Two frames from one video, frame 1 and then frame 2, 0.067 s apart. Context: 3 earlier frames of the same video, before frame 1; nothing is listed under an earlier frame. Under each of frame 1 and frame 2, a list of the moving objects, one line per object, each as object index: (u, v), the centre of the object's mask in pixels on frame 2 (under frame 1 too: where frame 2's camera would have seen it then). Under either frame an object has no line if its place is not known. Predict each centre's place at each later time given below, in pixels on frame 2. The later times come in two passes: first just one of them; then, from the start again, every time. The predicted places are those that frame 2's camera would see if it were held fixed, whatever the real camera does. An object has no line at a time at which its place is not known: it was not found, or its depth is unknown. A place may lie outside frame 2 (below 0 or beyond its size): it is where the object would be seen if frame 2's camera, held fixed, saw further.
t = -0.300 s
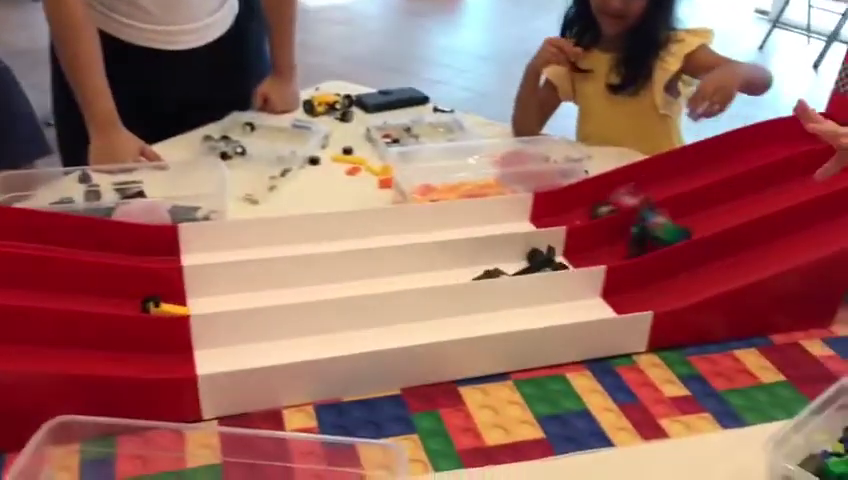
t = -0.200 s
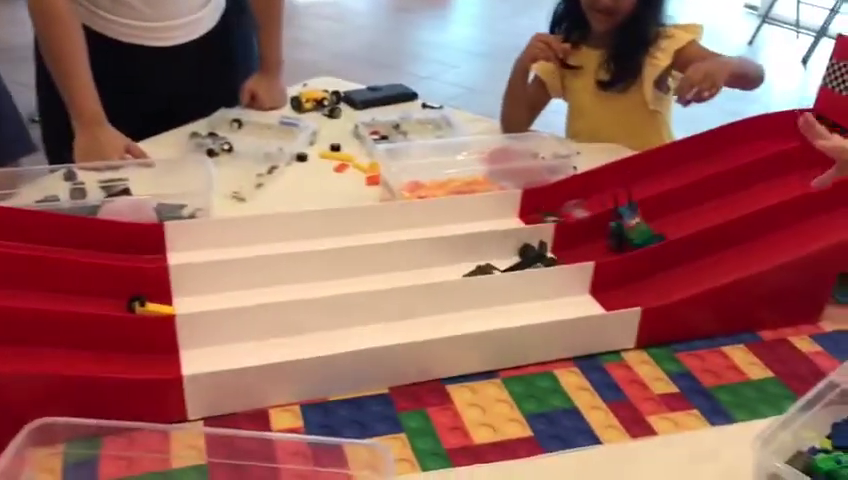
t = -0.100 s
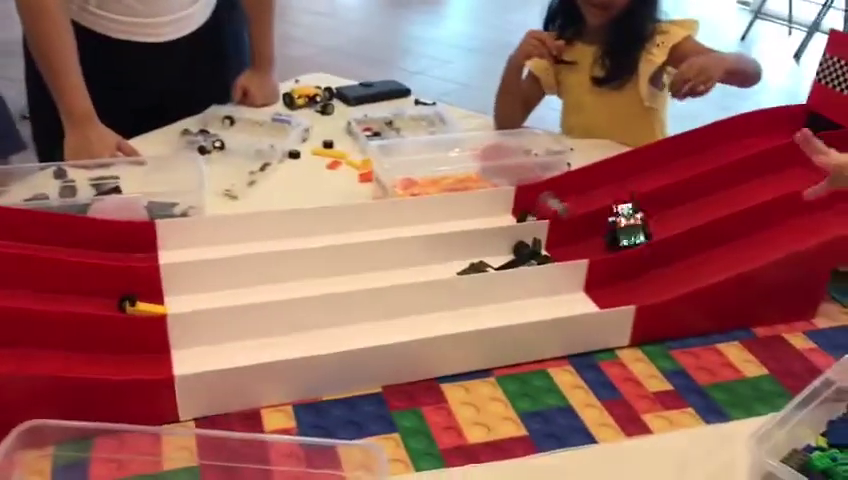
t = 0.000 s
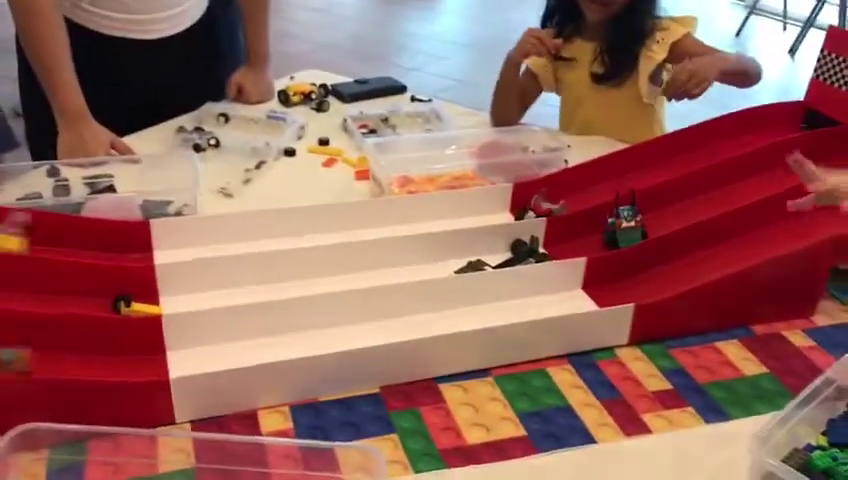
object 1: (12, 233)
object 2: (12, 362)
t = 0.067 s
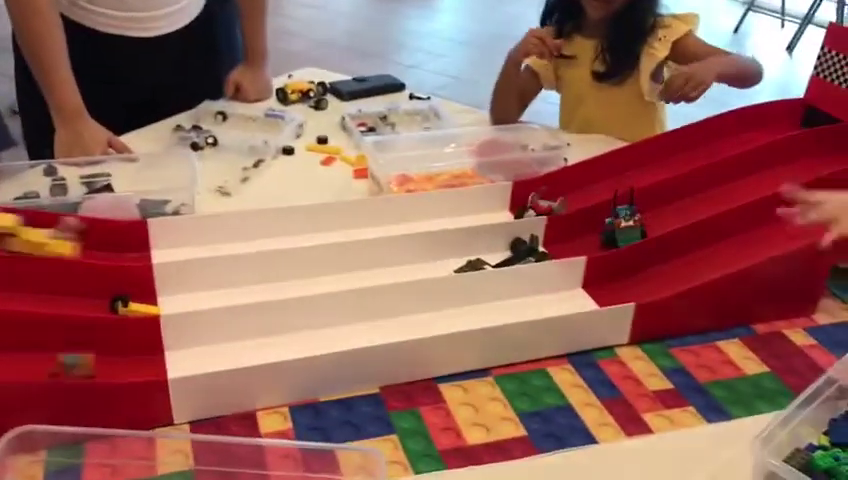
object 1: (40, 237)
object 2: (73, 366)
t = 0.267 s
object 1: (208, 234)
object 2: (249, 354)
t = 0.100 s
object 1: (63, 236)
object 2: (105, 367)
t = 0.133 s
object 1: (90, 241)
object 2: (140, 366)
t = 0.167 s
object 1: (117, 243)
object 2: (168, 367)
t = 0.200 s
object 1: (148, 242)
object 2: (198, 362)
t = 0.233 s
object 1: (179, 236)
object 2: (224, 358)
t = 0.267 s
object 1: (208, 234)
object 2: (249, 354)
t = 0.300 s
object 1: (236, 231)
